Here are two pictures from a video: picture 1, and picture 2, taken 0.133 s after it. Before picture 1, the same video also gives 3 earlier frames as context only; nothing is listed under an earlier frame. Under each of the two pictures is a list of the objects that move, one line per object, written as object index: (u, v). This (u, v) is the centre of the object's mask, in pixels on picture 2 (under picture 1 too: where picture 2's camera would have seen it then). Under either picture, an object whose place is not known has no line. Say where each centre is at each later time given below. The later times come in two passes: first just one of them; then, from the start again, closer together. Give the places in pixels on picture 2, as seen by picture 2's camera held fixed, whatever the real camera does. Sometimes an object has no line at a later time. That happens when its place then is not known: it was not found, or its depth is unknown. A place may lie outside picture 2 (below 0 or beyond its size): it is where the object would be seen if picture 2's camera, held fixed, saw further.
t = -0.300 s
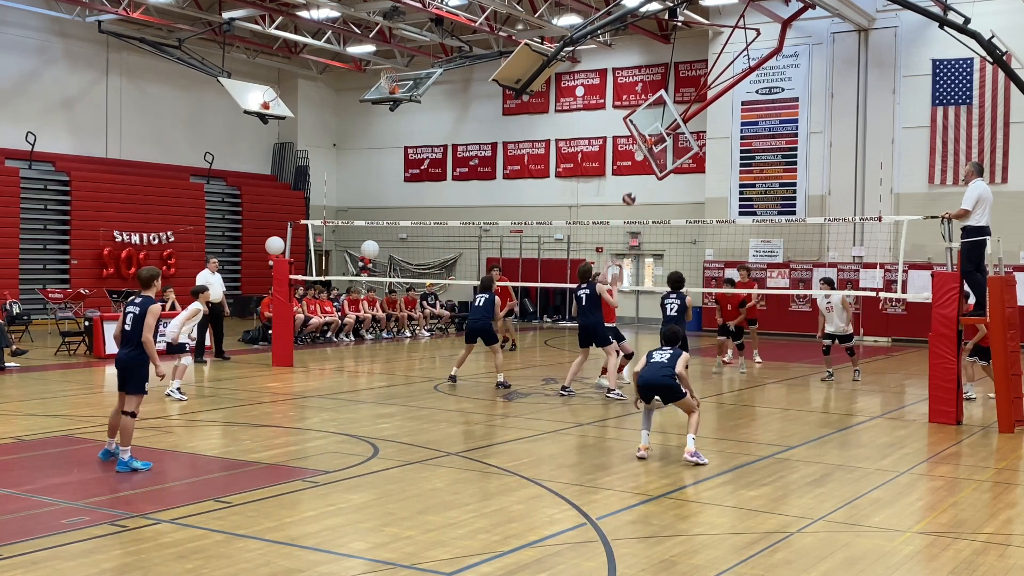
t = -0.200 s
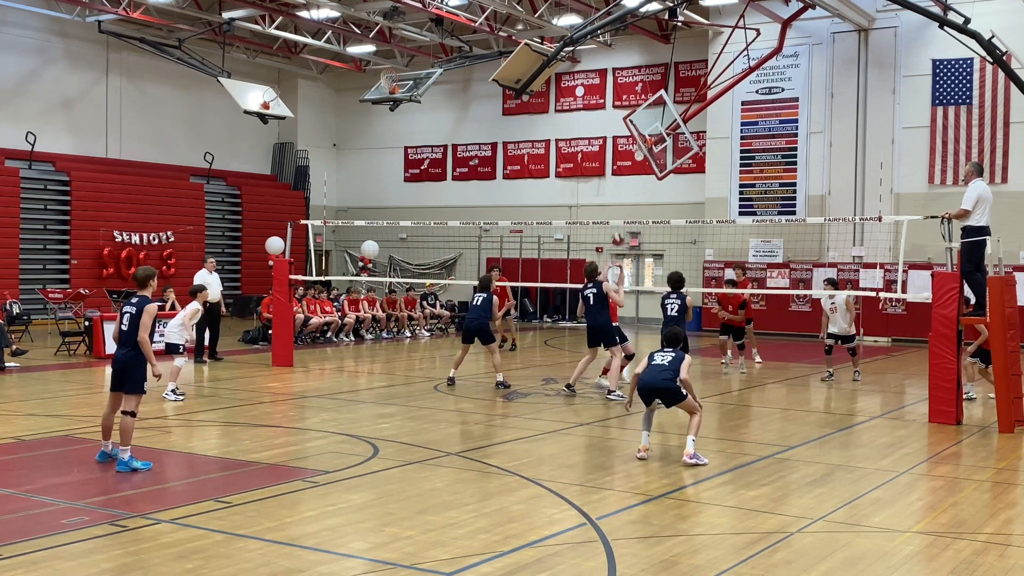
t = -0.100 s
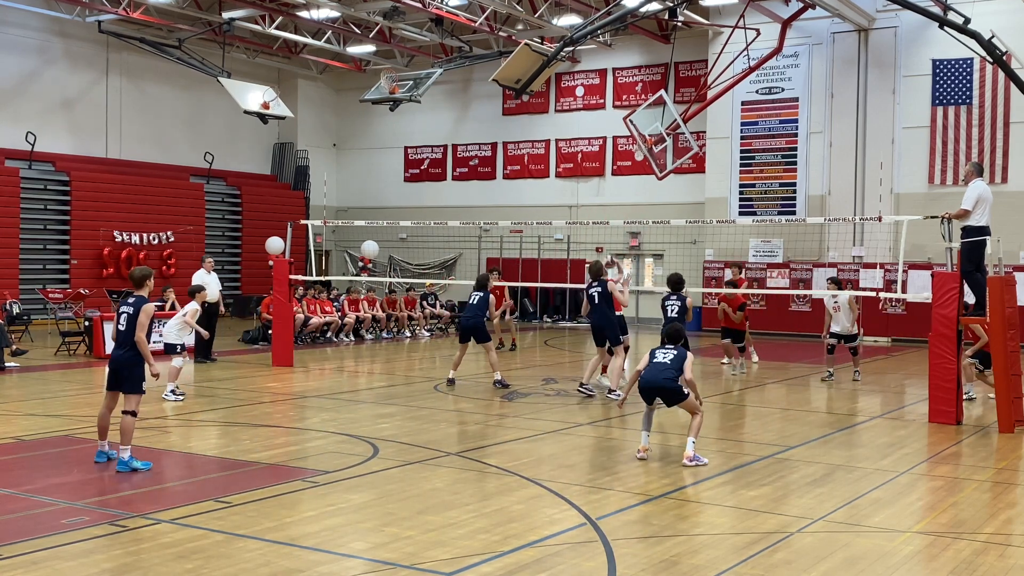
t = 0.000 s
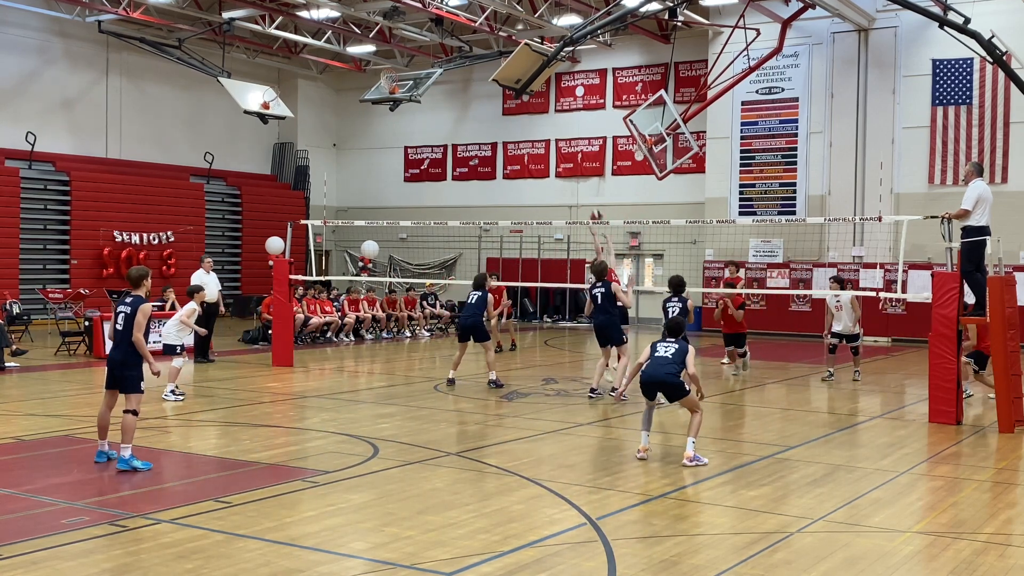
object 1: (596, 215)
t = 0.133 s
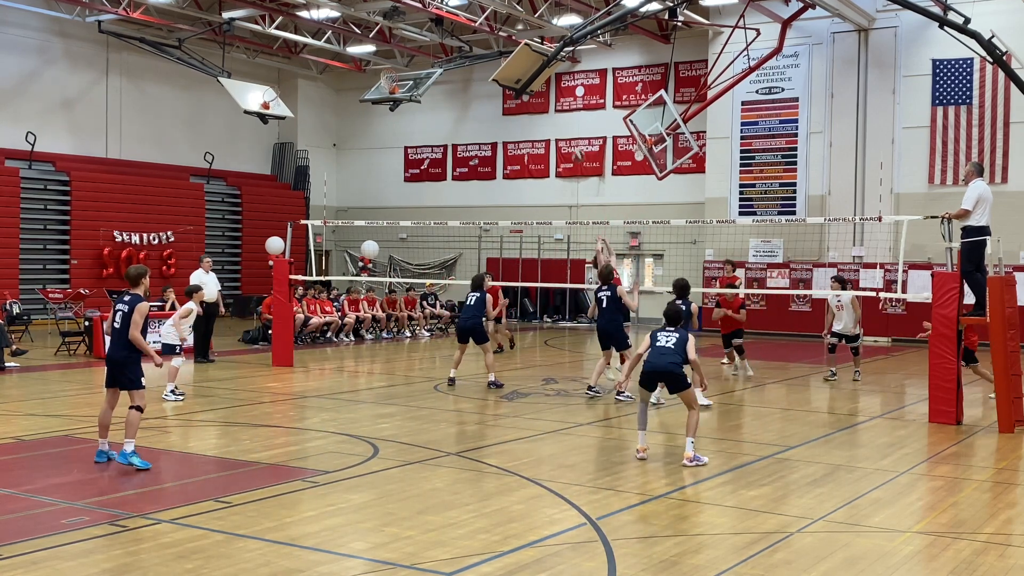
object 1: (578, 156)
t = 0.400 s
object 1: (543, 75)
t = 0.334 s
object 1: (552, 91)
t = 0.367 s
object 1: (547, 83)
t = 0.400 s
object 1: (543, 75)
